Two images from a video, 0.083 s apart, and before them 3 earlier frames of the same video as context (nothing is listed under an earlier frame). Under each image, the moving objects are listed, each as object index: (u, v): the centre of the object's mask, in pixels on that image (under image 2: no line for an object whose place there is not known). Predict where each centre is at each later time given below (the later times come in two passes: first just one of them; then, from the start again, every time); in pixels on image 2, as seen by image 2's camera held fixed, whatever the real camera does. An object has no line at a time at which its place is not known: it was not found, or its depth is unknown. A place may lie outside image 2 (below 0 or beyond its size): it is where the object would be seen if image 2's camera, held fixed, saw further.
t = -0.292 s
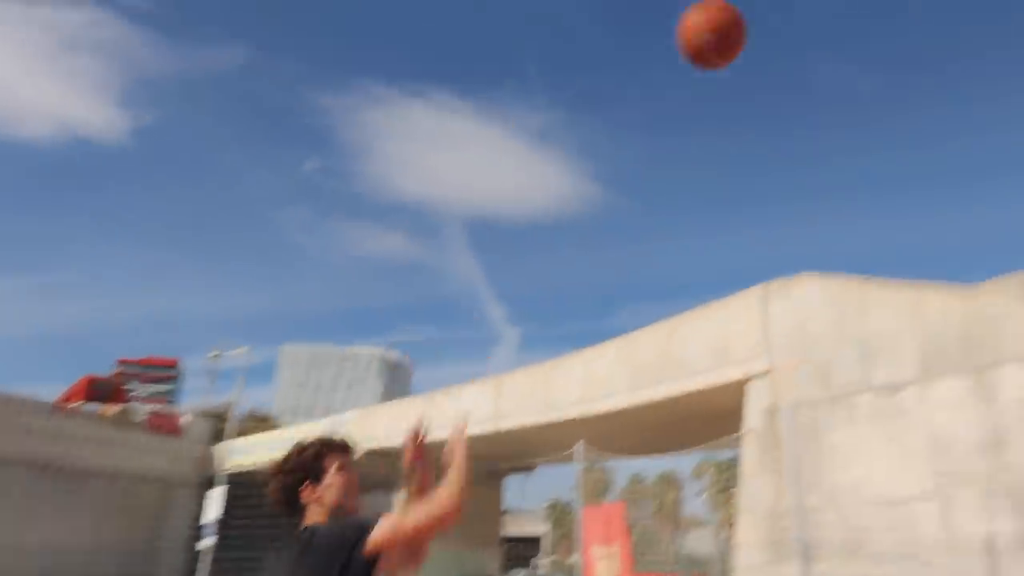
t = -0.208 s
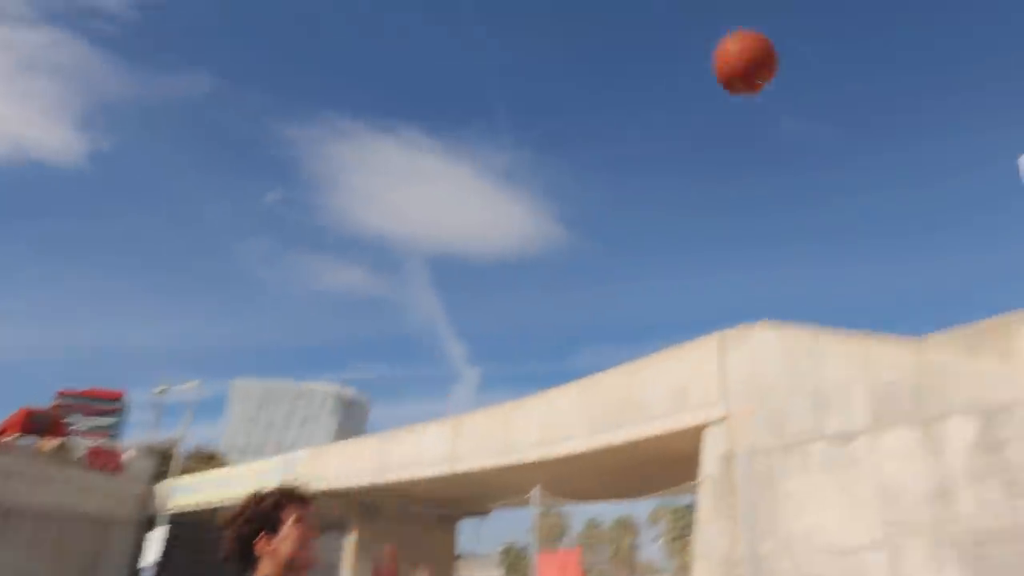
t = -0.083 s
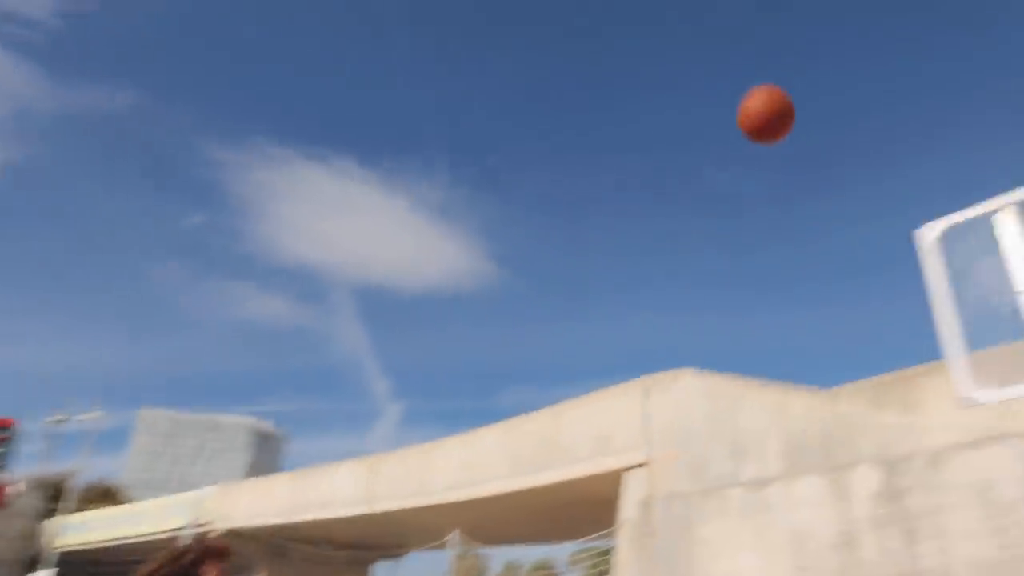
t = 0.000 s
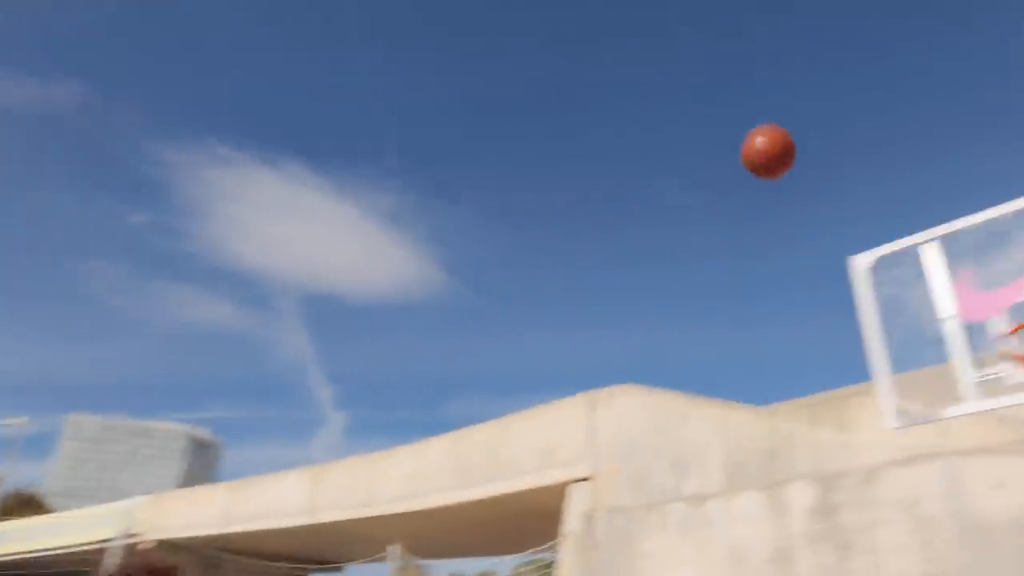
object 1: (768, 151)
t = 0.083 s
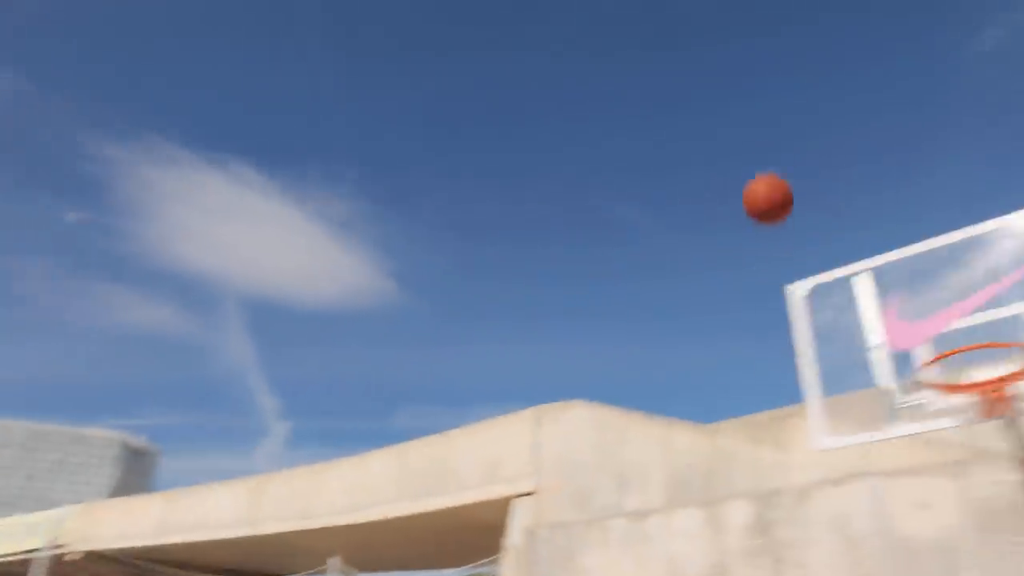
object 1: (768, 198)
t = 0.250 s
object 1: (873, 276)
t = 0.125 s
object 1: (794, 215)
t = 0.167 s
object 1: (821, 232)
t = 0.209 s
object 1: (847, 252)
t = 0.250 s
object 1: (873, 276)
